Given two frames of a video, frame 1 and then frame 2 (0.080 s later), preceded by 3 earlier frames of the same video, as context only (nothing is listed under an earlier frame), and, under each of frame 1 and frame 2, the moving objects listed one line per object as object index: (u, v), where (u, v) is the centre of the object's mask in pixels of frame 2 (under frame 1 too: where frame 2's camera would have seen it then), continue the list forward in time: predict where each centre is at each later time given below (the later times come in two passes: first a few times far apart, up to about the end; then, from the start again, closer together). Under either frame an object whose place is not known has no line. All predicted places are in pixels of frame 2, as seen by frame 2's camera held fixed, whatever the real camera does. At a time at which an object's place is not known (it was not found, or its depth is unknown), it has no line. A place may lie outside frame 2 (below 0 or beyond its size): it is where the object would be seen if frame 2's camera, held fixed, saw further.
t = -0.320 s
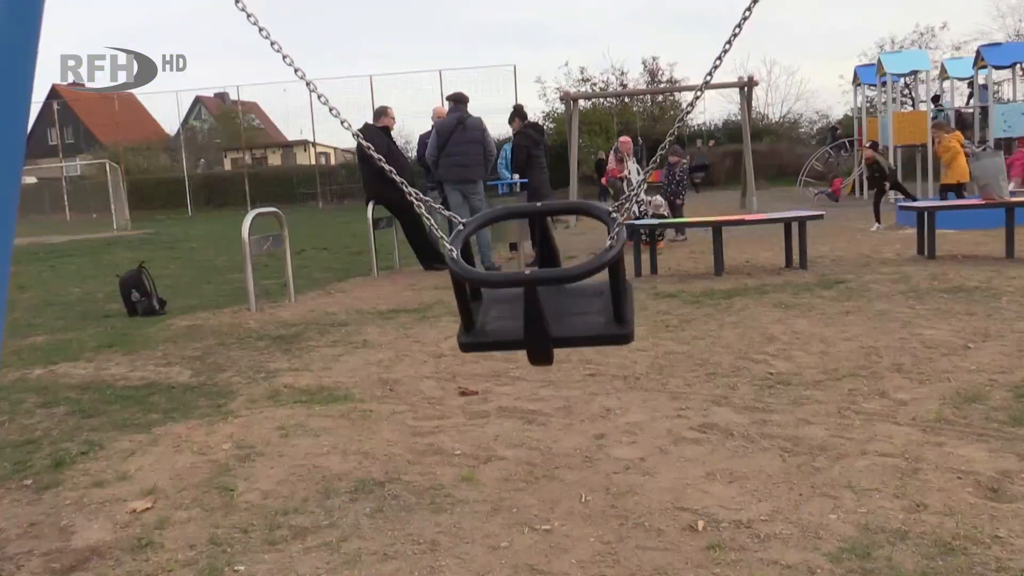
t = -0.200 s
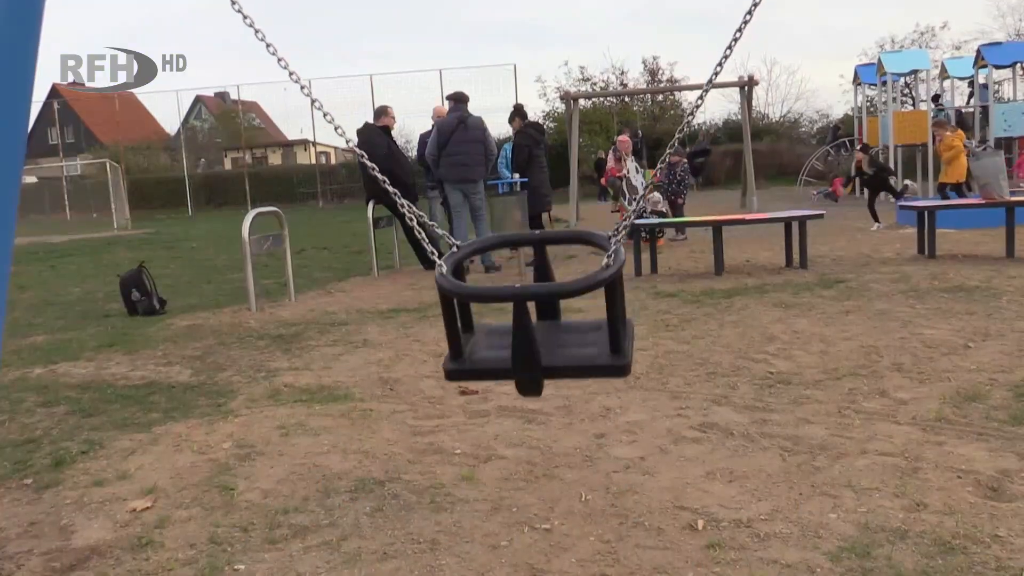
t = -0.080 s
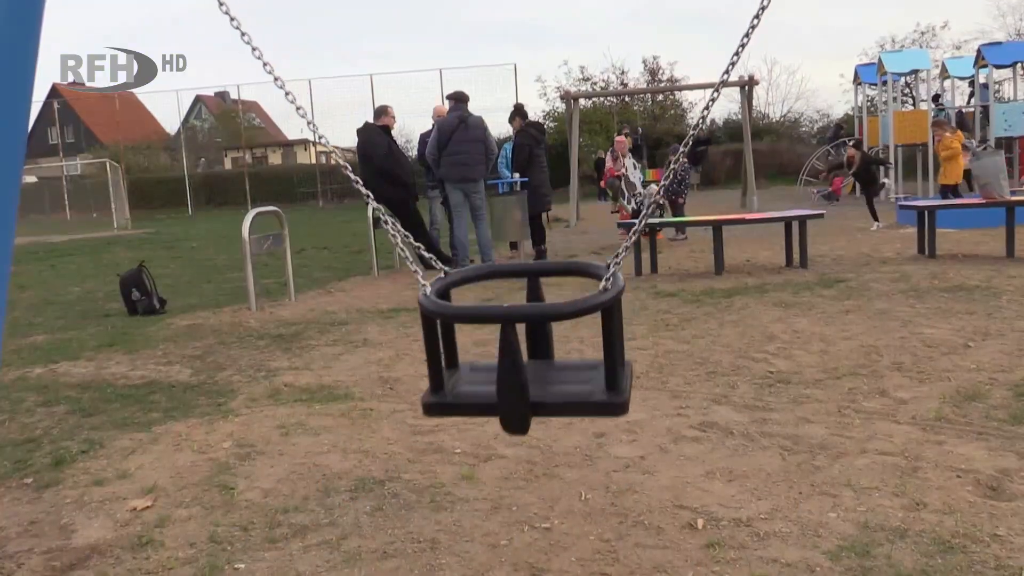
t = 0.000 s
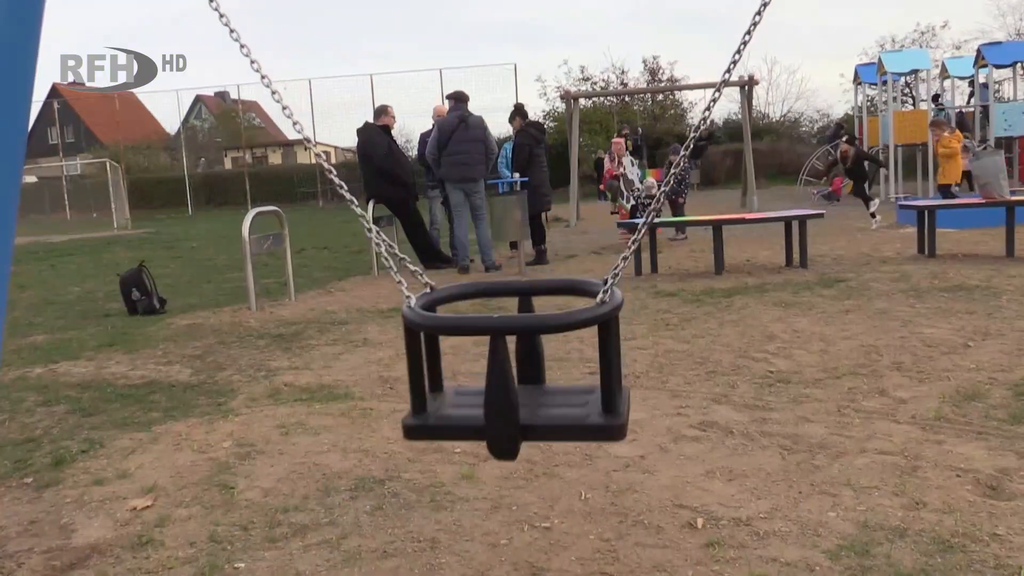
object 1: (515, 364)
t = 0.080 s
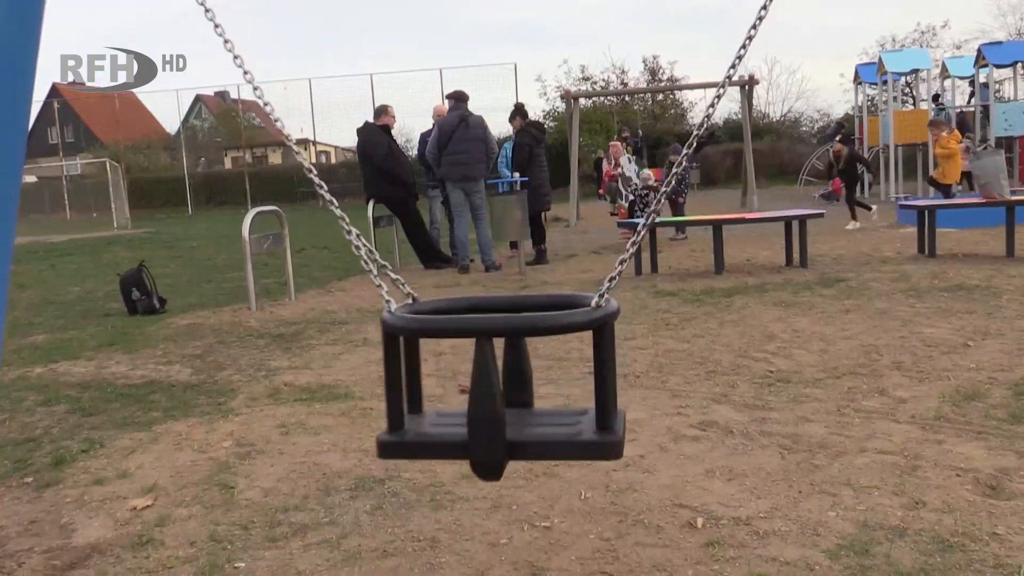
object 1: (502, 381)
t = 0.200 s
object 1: (476, 386)
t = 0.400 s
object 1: (436, 361)
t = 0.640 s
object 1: (430, 353)
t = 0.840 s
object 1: (461, 376)
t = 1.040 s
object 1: (501, 380)
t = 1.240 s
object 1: (526, 333)
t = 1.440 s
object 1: (538, 285)
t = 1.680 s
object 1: (539, 270)
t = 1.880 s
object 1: (533, 306)
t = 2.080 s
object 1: (516, 359)
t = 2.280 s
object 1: (483, 389)
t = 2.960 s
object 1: (464, 377)
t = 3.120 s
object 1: (498, 383)
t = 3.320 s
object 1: (524, 340)
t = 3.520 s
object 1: (536, 292)
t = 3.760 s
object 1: (539, 272)
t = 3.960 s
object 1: (535, 303)
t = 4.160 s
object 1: (519, 354)
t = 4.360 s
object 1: (488, 389)
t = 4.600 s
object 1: (446, 365)
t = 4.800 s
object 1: (434, 356)
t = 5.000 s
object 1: (456, 373)
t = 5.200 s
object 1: (495, 386)
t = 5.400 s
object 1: (523, 346)
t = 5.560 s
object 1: (533, 307)
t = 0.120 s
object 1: (493, 387)
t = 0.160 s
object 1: (485, 390)
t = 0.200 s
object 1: (476, 386)
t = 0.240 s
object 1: (467, 381)
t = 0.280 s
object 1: (458, 376)
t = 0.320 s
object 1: (450, 371)
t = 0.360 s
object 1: (442, 366)
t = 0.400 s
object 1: (436, 361)
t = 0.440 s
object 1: (431, 357)
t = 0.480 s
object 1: (428, 353)
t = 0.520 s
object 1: (425, 351)
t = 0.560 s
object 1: (425, 350)
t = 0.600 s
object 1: (427, 350)
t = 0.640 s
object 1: (430, 353)
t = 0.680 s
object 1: (434, 357)
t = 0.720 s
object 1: (440, 362)
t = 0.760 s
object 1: (446, 367)
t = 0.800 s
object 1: (454, 372)
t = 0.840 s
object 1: (461, 376)
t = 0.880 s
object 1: (470, 380)
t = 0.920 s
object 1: (478, 384)
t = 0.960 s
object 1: (486, 387)
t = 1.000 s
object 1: (494, 386)
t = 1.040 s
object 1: (501, 380)
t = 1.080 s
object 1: (508, 372)
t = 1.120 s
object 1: (514, 363)
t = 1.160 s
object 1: (518, 354)
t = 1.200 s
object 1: (523, 344)
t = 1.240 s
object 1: (526, 333)
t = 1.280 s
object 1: (530, 322)
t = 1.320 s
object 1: (532, 311)
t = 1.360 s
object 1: (535, 302)
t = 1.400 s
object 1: (537, 293)
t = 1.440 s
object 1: (538, 285)
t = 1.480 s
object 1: (539, 278)
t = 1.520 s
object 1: (540, 272)
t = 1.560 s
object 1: (540, 269)
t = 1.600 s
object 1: (540, 268)
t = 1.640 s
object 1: (539, 268)
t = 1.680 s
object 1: (539, 270)
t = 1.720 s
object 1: (539, 274)
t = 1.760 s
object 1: (538, 280)
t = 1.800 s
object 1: (537, 288)
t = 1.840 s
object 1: (535, 297)
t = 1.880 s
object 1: (533, 306)
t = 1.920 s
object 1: (531, 317)
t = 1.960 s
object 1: (528, 328)
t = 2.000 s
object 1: (525, 339)
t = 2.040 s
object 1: (521, 349)
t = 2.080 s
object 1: (516, 359)
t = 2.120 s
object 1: (511, 367)
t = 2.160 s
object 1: (505, 376)
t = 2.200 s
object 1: (498, 383)
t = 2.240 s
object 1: (491, 388)
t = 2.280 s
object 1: (483, 389)
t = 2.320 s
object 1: (474, 385)
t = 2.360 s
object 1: (466, 379)
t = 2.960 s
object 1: (464, 377)
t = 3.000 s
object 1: (473, 381)
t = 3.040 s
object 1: (482, 385)
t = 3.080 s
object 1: (491, 387)
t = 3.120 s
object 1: (498, 383)
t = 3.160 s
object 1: (505, 376)
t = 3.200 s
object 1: (512, 368)
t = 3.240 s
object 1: (516, 360)
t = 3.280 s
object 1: (520, 350)
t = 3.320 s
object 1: (524, 340)
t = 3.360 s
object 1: (527, 330)
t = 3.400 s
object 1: (530, 319)
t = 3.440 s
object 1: (532, 310)
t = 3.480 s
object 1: (534, 301)
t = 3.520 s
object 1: (536, 292)
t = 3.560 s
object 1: (537, 285)
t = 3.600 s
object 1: (538, 279)
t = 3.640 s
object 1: (538, 275)
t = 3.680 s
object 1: (538, 273)
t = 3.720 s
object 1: (539, 272)
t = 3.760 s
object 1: (539, 272)
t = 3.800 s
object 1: (538, 276)
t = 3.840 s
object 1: (538, 280)
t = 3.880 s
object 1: (537, 286)
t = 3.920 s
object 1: (536, 294)
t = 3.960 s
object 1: (535, 303)
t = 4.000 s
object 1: (533, 313)
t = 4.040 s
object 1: (530, 323)
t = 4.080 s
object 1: (527, 334)
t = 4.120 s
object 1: (523, 344)
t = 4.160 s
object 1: (519, 354)
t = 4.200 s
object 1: (514, 364)
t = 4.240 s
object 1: (509, 371)
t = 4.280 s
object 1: (502, 379)
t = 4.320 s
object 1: (496, 385)
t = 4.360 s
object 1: (488, 389)
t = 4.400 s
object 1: (481, 388)
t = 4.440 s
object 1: (473, 384)
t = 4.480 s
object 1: (466, 379)
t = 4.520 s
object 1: (459, 374)
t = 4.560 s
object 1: (452, 369)
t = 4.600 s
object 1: (446, 365)
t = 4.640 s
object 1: (442, 361)
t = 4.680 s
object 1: (438, 358)
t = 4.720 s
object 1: (435, 356)
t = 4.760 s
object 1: (434, 355)
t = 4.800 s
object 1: (434, 356)
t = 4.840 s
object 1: (435, 358)
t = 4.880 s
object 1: (439, 361)
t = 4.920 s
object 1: (443, 365)
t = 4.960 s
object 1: (449, 369)
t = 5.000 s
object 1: (456, 373)
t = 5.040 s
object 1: (463, 377)
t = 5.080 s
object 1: (471, 381)
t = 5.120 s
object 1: (479, 384)
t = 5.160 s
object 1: (487, 386)
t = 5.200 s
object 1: (495, 386)
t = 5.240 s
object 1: (503, 380)
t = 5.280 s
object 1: (509, 372)
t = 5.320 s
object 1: (515, 363)
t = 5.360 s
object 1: (519, 356)
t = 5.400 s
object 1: (523, 346)
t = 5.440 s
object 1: (526, 336)
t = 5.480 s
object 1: (529, 326)
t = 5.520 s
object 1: (531, 316)
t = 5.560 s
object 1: (533, 307)
